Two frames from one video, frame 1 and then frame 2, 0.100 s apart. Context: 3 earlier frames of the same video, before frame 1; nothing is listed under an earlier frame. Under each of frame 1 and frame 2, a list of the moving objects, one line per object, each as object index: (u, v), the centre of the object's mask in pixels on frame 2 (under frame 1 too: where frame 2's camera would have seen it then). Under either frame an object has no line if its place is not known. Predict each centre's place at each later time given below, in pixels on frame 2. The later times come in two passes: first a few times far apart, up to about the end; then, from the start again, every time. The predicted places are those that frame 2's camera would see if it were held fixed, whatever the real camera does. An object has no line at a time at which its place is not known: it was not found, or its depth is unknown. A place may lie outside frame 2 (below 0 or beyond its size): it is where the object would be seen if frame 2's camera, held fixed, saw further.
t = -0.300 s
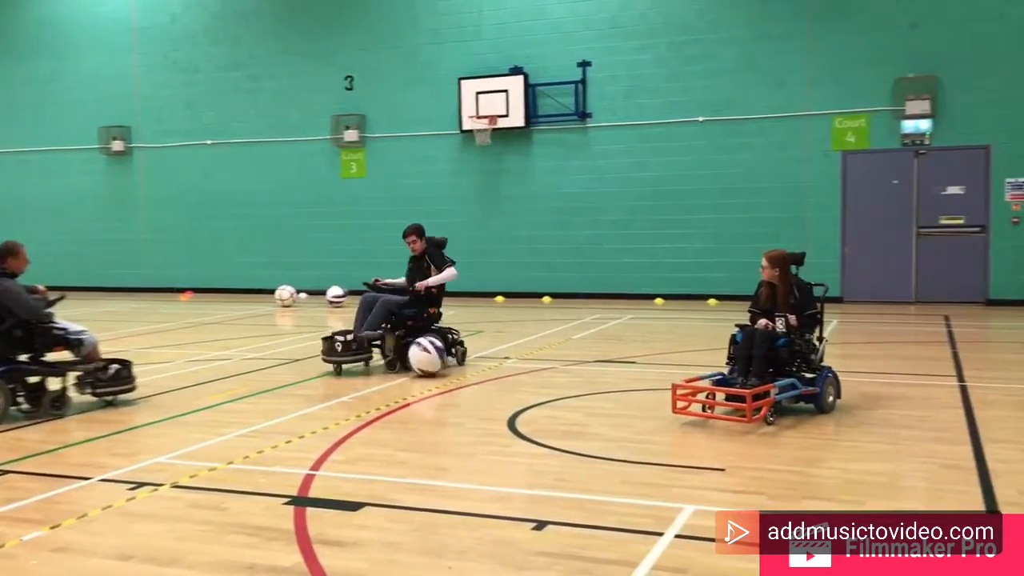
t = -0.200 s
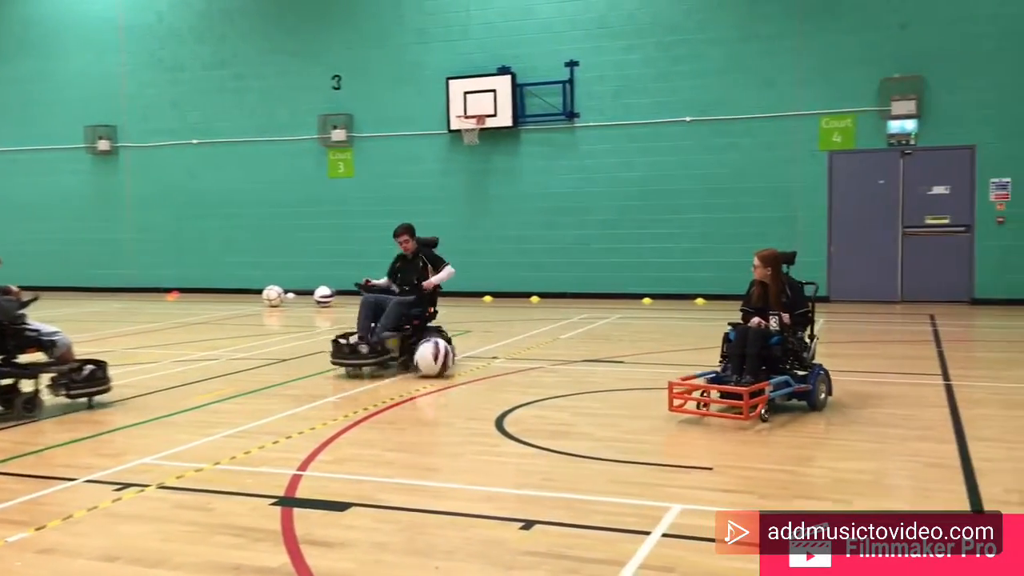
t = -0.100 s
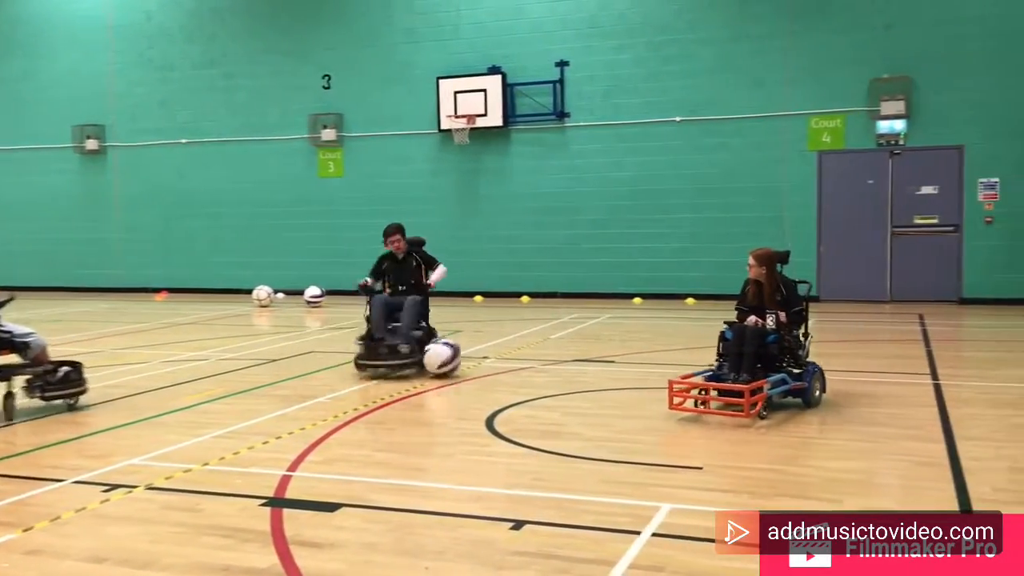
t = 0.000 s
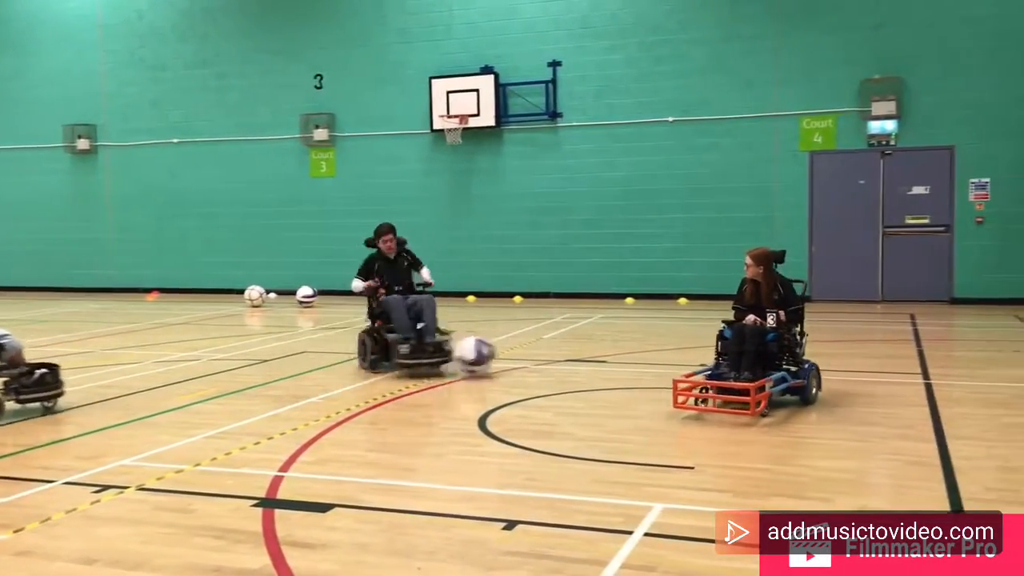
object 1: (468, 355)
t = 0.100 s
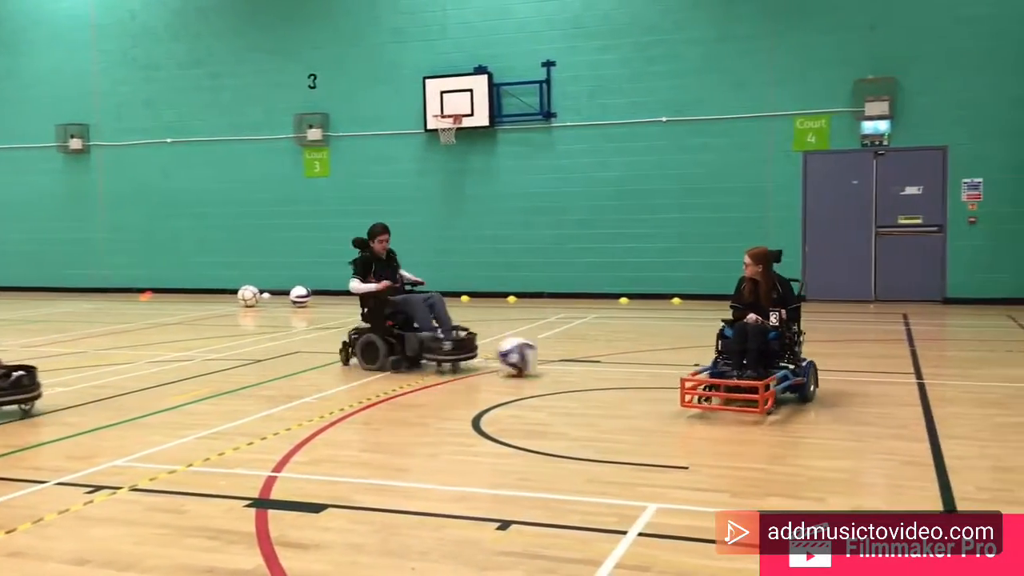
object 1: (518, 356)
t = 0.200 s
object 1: (558, 356)
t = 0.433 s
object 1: (642, 354)
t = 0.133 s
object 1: (531, 357)
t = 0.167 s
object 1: (545, 355)
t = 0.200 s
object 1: (558, 356)
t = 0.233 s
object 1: (571, 356)
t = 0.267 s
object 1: (583, 354)
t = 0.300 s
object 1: (594, 355)
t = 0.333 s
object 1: (606, 355)
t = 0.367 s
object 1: (618, 354)
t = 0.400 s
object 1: (628, 355)
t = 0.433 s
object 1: (642, 354)
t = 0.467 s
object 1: (653, 354)
